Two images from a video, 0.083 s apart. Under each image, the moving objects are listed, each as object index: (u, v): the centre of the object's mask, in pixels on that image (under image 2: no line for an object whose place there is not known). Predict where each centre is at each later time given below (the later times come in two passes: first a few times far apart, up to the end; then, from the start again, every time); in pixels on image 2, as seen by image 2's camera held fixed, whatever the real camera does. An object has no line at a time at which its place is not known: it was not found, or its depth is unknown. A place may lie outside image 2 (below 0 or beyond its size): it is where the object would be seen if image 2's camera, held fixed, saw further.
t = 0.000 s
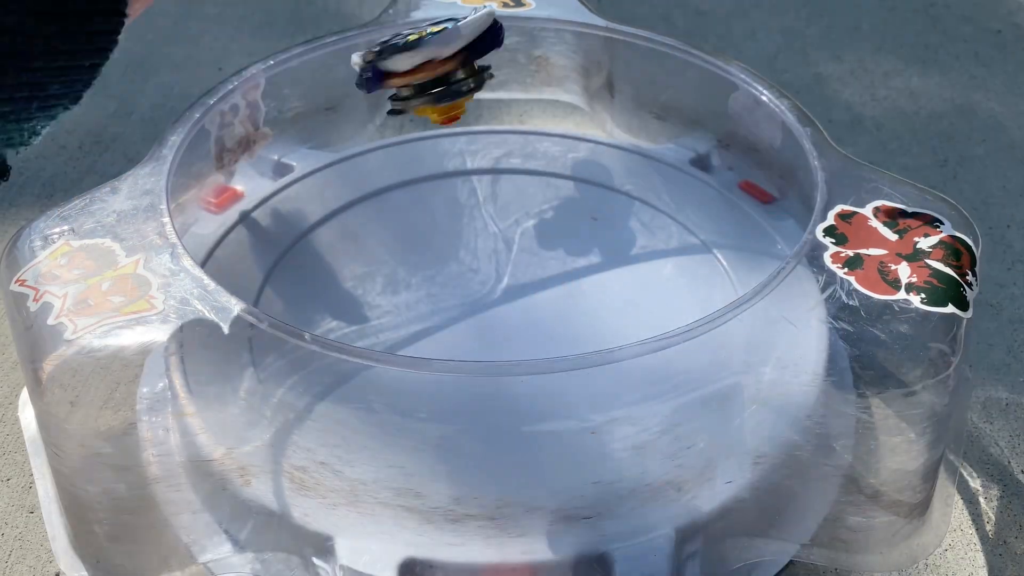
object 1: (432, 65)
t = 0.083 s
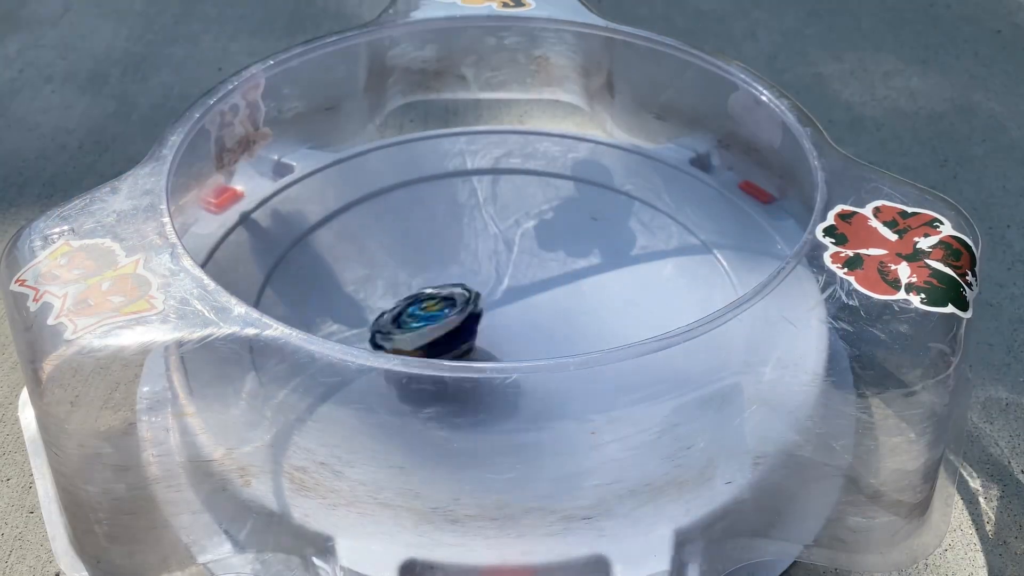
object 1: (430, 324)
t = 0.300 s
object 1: (439, 270)
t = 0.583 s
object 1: (414, 328)
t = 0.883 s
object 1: (492, 386)
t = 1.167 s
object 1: (481, 320)
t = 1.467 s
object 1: (360, 256)
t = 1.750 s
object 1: (368, 307)
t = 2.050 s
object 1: (468, 325)
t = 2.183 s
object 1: (478, 290)
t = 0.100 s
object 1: (429, 298)
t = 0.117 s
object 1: (427, 271)
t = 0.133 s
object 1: (428, 248)
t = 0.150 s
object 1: (427, 230)
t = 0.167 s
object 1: (426, 215)
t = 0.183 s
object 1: (427, 205)
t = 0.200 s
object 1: (426, 200)
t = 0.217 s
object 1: (428, 199)
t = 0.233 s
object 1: (429, 204)
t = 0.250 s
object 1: (432, 214)
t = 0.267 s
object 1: (434, 229)
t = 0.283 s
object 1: (436, 247)
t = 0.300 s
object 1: (439, 270)
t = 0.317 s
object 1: (441, 294)
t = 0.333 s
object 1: (441, 299)
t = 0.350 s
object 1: (438, 287)
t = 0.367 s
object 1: (436, 280)
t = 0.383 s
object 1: (434, 277)
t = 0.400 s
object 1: (432, 277)
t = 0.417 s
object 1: (431, 282)
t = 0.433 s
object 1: (428, 290)
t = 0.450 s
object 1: (428, 303)
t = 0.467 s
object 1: (427, 318)
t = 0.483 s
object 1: (425, 317)
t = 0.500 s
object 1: (421, 313)
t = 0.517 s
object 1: (419, 313)
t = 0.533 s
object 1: (417, 315)
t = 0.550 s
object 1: (415, 320)
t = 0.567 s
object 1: (417, 328)
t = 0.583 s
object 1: (414, 328)
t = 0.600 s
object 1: (415, 323)
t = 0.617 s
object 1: (413, 321)
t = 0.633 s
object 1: (415, 320)
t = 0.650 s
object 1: (417, 324)
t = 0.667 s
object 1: (420, 329)
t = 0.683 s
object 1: (421, 353)
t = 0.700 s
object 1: (422, 376)
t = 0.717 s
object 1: (431, 360)
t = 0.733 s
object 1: (434, 359)
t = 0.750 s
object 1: (443, 353)
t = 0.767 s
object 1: (452, 337)
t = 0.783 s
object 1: (455, 358)
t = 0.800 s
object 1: (463, 361)
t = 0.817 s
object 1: (470, 382)
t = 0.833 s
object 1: (476, 387)
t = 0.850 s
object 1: (482, 384)
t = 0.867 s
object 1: (489, 382)
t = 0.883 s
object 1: (492, 386)
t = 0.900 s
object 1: (497, 384)
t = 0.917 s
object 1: (501, 382)
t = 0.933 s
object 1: (503, 378)
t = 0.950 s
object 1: (505, 377)
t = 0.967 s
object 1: (508, 376)
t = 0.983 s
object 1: (505, 364)
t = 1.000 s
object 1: (508, 361)
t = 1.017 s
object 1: (508, 360)
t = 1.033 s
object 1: (507, 354)
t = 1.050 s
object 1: (507, 349)
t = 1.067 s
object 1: (504, 344)
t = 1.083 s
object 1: (502, 334)
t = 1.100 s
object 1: (499, 330)
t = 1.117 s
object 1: (495, 329)
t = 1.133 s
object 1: (492, 325)
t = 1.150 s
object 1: (487, 322)
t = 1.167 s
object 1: (481, 320)
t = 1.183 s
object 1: (475, 316)
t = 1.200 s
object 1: (470, 309)
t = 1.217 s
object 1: (463, 304)
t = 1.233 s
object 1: (455, 300)
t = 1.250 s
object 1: (448, 295)
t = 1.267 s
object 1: (441, 291)
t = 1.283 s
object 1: (434, 287)
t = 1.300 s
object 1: (427, 282)
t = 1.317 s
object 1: (419, 278)
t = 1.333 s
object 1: (412, 271)
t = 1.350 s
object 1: (405, 266)
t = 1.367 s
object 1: (399, 265)
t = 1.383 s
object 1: (393, 265)
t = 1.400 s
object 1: (386, 256)
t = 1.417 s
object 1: (379, 250)
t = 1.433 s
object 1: (372, 247)
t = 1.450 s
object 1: (366, 249)
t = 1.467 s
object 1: (360, 256)
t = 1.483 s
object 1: (355, 263)
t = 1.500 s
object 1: (352, 261)
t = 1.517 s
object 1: (349, 264)
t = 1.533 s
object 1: (346, 265)
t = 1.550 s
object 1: (344, 266)
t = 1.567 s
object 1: (344, 269)
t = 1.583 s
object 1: (343, 271)
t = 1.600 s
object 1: (342, 273)
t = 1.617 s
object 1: (342, 277)
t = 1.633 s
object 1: (343, 280)
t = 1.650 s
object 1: (345, 282)
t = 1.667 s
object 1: (347, 287)
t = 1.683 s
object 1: (349, 291)
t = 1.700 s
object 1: (353, 295)
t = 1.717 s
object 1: (357, 296)
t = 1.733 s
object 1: (362, 301)
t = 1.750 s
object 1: (368, 307)
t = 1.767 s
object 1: (374, 310)
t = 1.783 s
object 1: (380, 314)
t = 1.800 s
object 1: (386, 315)
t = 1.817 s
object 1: (393, 319)
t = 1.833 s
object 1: (399, 321)
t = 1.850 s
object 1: (405, 322)
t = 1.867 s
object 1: (412, 324)
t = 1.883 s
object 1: (418, 325)
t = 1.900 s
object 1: (425, 328)
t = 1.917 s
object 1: (432, 329)
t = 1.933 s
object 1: (436, 329)
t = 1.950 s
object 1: (442, 328)
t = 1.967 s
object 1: (447, 329)
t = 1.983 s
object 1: (451, 327)
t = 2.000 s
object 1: (457, 328)
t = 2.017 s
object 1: (460, 327)
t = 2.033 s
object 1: (465, 326)
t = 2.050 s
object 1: (468, 325)
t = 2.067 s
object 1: (470, 323)
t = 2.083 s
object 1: (473, 318)
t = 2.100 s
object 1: (474, 317)
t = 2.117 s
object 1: (475, 308)
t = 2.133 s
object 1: (476, 303)
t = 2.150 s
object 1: (477, 301)
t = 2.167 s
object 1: (478, 295)
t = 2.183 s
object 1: (478, 290)
